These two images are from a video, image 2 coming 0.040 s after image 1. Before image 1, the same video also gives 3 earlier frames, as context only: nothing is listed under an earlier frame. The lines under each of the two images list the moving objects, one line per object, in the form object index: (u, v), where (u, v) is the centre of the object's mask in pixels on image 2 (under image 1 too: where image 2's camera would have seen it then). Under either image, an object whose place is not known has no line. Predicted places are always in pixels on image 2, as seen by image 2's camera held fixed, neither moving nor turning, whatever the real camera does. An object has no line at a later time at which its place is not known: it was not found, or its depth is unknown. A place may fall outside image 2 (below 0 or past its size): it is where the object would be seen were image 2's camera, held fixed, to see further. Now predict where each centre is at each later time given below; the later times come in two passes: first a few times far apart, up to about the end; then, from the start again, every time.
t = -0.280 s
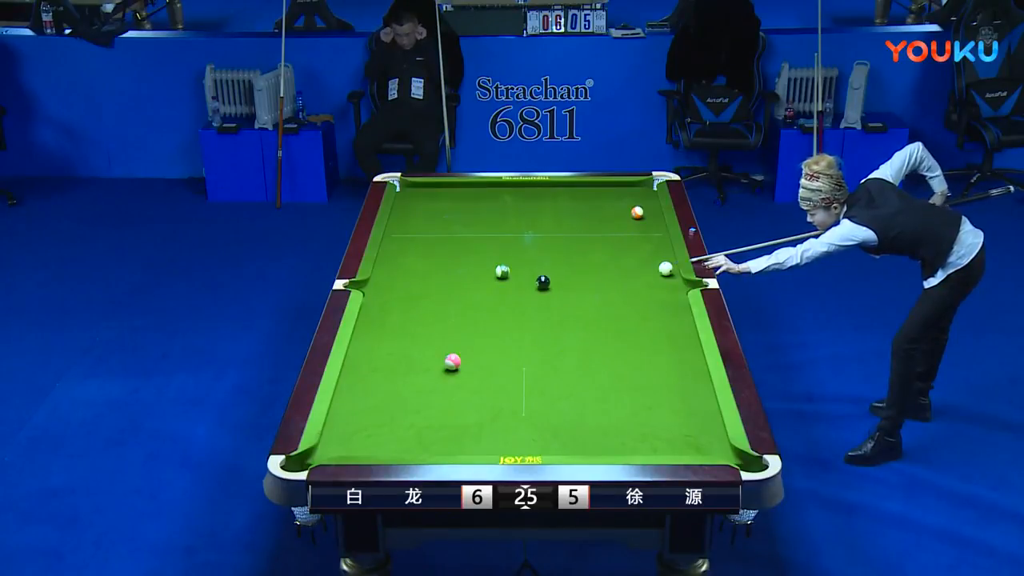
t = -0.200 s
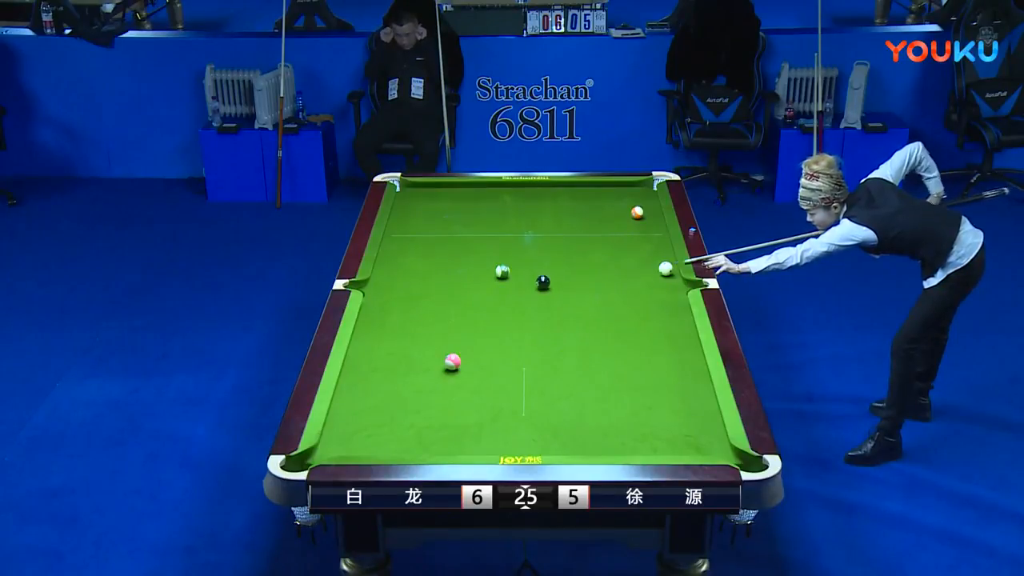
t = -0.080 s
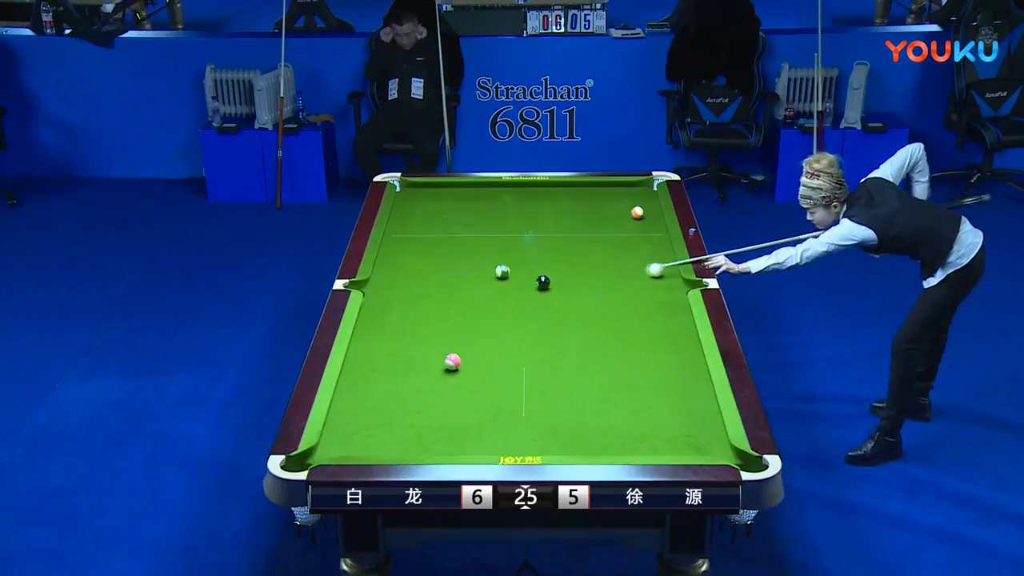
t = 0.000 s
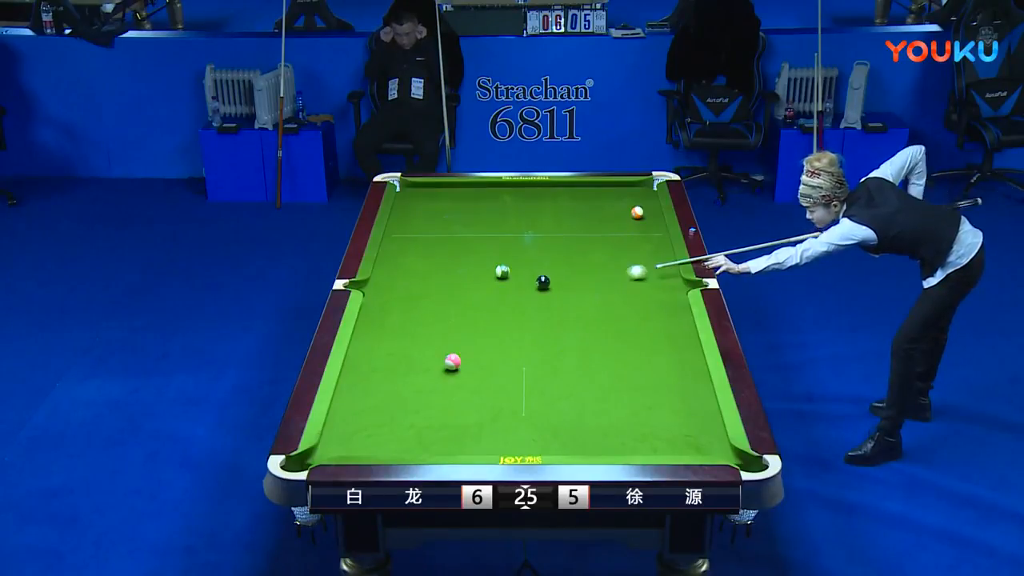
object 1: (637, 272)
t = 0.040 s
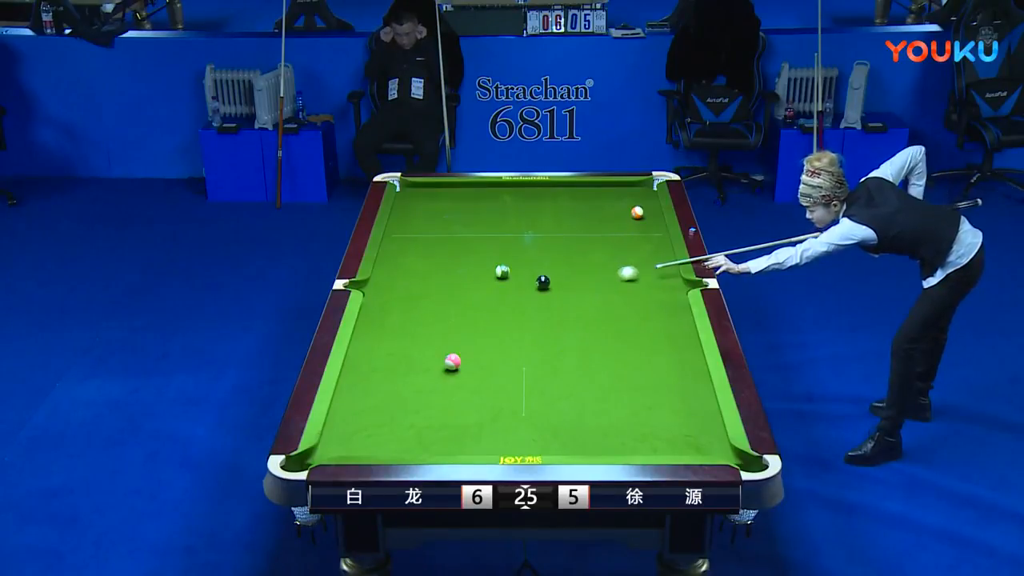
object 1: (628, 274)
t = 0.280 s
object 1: (573, 280)
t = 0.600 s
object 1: (548, 287)
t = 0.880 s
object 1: (535, 293)
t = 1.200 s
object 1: (522, 299)
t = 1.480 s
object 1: (511, 304)
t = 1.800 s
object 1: (500, 309)
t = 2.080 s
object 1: (492, 313)
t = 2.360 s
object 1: (484, 316)
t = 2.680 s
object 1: (478, 319)
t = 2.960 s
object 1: (473, 321)
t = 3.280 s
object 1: (468, 323)
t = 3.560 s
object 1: (466, 324)
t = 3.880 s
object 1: (464, 325)
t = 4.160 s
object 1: (464, 325)
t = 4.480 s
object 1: (464, 325)
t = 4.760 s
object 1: (464, 325)
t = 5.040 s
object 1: (464, 325)
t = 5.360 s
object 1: (464, 325)
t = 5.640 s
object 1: (464, 325)
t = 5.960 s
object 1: (464, 325)
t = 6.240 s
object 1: (464, 325)
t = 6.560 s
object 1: (464, 324)
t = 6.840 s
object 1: (464, 325)
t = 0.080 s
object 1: (619, 275)
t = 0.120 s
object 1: (609, 276)
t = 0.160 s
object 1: (600, 277)
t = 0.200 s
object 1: (591, 278)
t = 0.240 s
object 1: (582, 279)
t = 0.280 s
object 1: (573, 280)
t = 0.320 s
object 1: (564, 281)
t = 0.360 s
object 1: (557, 282)
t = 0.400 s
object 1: (557, 283)
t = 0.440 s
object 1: (555, 284)
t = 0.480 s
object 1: (553, 285)
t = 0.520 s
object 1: (551, 286)
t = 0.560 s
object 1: (550, 287)
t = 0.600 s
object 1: (548, 287)
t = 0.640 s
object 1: (546, 288)
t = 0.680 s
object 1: (544, 289)
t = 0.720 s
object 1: (542, 290)
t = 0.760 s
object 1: (540, 291)
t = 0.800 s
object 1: (539, 292)
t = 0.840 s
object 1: (537, 292)
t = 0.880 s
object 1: (535, 293)
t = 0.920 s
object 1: (534, 294)
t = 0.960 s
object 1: (532, 295)
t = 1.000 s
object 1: (530, 296)
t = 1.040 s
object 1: (529, 297)
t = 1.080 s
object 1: (527, 297)
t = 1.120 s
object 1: (525, 298)
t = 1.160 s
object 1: (524, 299)
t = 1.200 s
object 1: (522, 299)
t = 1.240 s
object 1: (520, 300)
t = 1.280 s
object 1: (519, 301)
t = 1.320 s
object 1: (517, 302)
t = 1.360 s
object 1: (516, 302)
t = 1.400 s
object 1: (514, 303)
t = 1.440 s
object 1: (513, 304)
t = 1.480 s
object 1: (511, 304)
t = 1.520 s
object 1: (510, 305)
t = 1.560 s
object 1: (508, 306)
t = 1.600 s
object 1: (507, 306)
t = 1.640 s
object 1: (505, 307)
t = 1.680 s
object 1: (504, 307)
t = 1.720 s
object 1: (502, 308)
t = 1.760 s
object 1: (501, 309)
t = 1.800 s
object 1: (500, 309)
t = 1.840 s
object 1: (499, 310)
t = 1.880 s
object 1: (497, 310)
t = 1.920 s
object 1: (496, 311)
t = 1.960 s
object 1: (495, 311)
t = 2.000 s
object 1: (494, 312)
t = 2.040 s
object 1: (492, 312)
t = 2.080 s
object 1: (492, 313)
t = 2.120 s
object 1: (490, 313)
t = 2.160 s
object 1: (489, 314)
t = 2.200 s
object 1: (488, 315)
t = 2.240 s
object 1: (487, 315)
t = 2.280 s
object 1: (486, 315)
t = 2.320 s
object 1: (485, 316)
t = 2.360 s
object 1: (484, 316)
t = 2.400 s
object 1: (483, 317)
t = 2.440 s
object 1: (483, 317)
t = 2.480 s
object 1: (482, 318)
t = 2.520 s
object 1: (481, 318)
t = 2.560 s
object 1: (480, 318)
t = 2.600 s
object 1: (479, 319)
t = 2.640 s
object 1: (478, 319)
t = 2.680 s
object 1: (478, 319)
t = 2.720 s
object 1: (477, 320)
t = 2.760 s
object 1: (476, 320)
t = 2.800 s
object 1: (475, 320)
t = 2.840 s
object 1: (475, 320)
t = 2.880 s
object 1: (474, 321)
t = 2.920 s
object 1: (473, 321)
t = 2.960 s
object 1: (473, 321)
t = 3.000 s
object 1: (472, 321)
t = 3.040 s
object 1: (471, 322)
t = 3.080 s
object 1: (471, 322)
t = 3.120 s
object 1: (470, 322)
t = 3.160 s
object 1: (470, 323)
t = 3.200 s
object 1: (469, 323)
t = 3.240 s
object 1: (469, 323)
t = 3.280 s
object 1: (468, 323)
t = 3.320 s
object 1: (468, 324)
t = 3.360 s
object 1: (467, 324)
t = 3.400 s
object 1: (467, 324)
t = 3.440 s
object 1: (466, 324)
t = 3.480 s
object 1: (466, 324)
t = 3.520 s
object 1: (466, 324)
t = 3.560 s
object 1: (466, 324)
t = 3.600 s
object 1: (465, 324)
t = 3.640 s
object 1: (465, 324)
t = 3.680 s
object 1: (465, 324)
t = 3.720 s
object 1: (465, 324)
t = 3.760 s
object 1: (465, 325)
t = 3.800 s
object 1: (464, 325)
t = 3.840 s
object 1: (464, 325)
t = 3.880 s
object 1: (464, 325)
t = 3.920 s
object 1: (464, 325)
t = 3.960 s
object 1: (464, 325)
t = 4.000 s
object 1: (464, 325)
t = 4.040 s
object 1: (464, 325)
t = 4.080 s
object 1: (464, 325)
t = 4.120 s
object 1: (464, 325)
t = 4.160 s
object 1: (464, 325)
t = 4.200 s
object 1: (464, 325)
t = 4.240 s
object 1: (464, 325)
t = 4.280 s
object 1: (464, 325)
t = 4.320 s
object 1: (464, 325)
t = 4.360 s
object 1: (464, 325)
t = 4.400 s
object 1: (464, 325)
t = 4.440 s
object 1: (464, 325)
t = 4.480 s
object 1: (464, 325)
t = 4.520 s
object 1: (464, 325)
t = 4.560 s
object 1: (464, 325)
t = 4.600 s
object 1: (464, 325)
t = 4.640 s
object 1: (464, 325)
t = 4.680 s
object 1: (464, 325)
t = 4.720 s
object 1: (464, 325)
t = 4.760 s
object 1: (464, 325)
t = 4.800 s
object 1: (464, 325)
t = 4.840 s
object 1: (464, 325)
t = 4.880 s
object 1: (464, 325)
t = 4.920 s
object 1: (464, 325)
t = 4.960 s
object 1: (464, 325)
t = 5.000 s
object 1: (464, 325)
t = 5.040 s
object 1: (464, 325)
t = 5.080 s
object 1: (464, 325)
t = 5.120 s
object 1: (464, 325)
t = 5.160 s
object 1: (464, 325)
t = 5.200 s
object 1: (464, 325)
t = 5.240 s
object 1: (464, 325)
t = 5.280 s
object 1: (464, 325)
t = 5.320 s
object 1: (464, 325)
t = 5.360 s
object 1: (464, 325)
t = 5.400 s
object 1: (464, 325)
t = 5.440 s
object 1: (464, 325)
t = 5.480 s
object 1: (464, 325)
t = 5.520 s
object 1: (464, 325)
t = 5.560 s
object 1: (464, 325)
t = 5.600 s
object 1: (464, 325)
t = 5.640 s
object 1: (464, 325)
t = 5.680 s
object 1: (464, 325)
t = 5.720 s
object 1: (464, 325)
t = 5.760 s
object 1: (464, 325)
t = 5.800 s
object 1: (464, 325)
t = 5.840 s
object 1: (464, 325)
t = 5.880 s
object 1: (464, 325)
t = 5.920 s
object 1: (464, 325)
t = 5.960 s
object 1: (464, 325)
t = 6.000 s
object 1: (464, 325)
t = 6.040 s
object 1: (464, 325)
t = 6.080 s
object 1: (464, 325)
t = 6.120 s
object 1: (464, 325)
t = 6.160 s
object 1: (464, 325)
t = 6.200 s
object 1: (464, 325)
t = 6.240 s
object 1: (464, 325)
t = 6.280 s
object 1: (464, 325)
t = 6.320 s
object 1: (464, 324)
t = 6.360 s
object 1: (464, 325)
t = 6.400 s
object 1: (464, 325)
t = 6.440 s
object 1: (464, 325)
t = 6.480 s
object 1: (464, 325)
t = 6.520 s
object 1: (464, 325)
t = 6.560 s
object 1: (464, 324)
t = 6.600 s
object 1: (464, 325)
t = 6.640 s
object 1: (464, 324)
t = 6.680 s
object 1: (464, 325)
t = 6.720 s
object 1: (464, 324)
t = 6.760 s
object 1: (464, 325)
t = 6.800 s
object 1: (464, 325)
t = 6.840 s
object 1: (464, 325)
